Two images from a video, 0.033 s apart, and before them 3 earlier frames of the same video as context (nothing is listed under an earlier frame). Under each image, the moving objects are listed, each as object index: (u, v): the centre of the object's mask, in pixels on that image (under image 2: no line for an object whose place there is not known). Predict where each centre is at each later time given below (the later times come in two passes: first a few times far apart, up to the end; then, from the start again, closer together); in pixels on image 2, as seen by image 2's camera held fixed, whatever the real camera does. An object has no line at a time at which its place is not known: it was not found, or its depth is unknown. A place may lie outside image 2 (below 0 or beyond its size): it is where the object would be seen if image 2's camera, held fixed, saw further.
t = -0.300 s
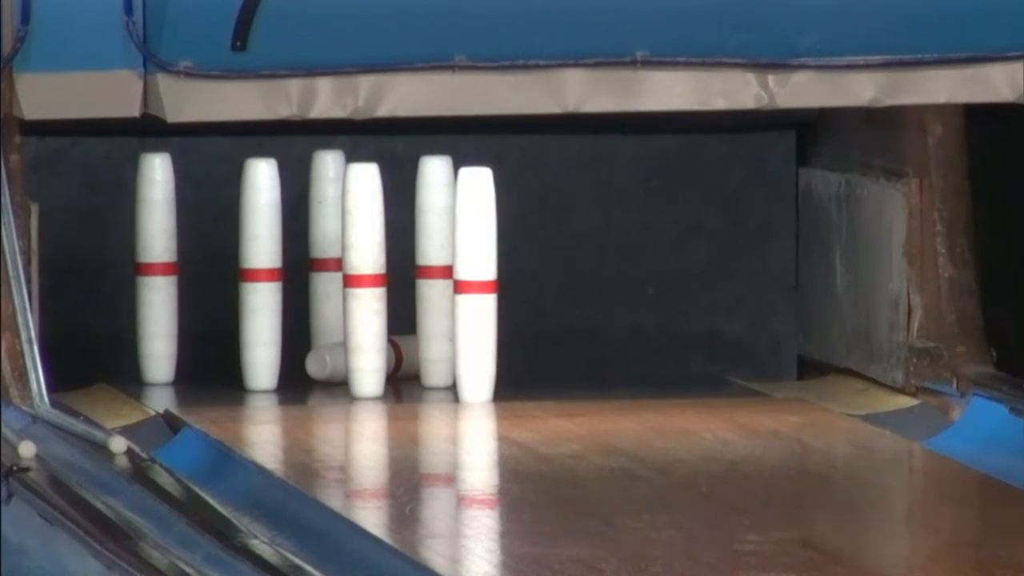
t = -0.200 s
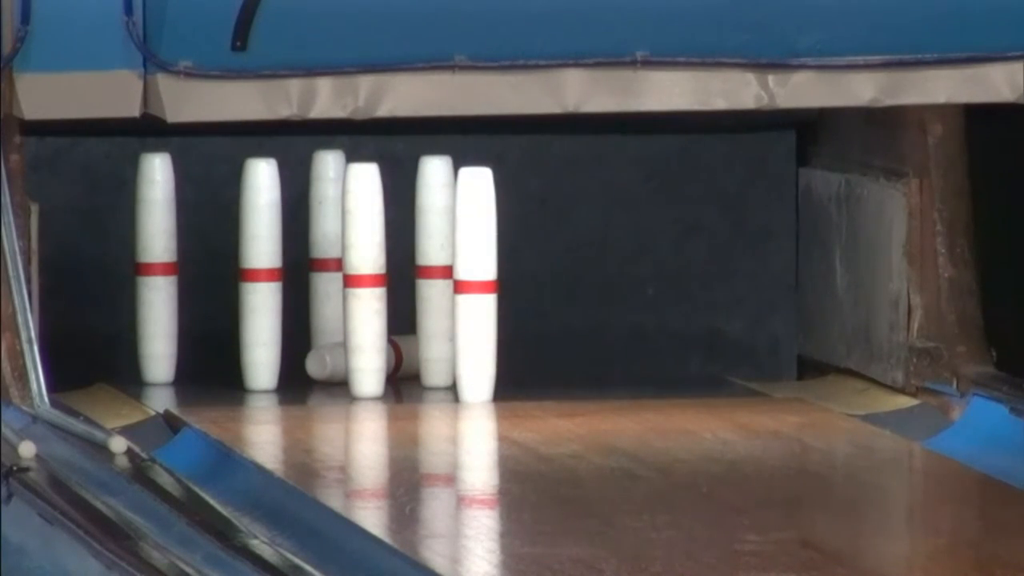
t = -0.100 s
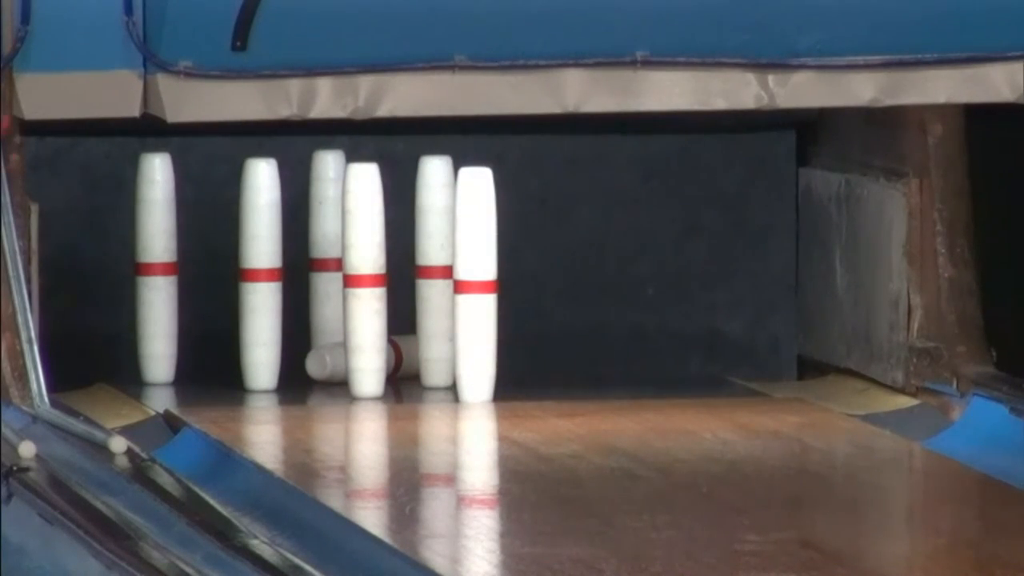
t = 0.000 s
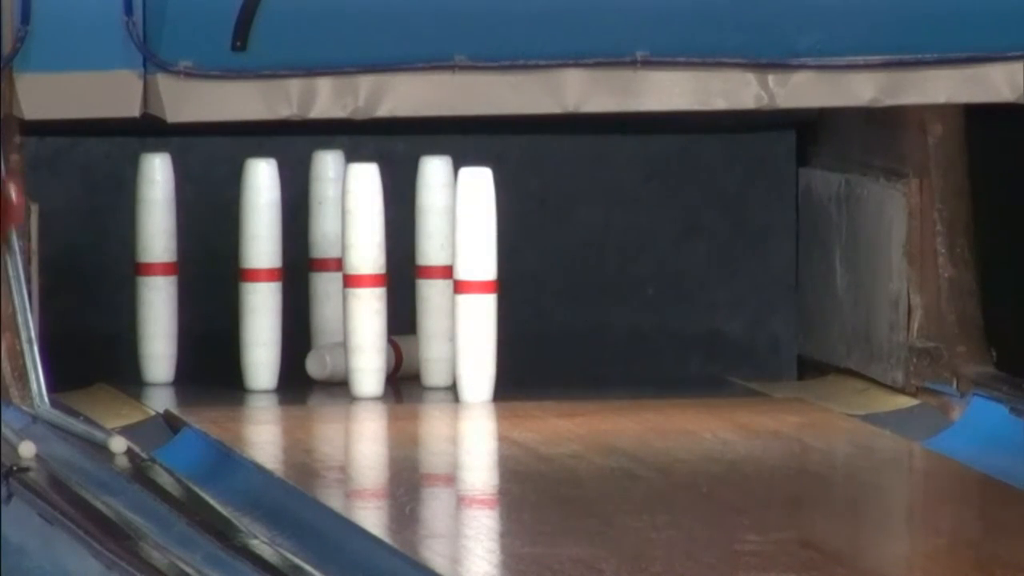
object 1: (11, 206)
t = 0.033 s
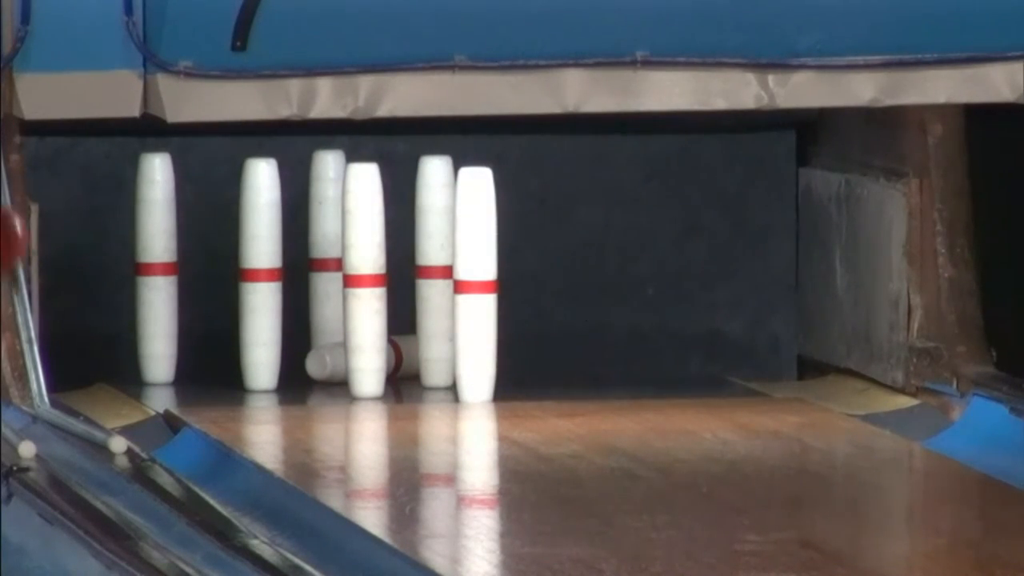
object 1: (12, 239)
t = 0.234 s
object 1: (30, 390)
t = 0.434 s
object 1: (62, 422)
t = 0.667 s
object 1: (103, 451)
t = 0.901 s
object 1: (150, 483)
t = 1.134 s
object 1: (198, 513)
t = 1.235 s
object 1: (221, 531)
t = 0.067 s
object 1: (13, 274)
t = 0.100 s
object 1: (16, 311)
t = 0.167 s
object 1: (23, 380)
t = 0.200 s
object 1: (27, 385)
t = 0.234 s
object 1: (30, 390)
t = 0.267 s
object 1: (34, 394)
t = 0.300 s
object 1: (39, 399)
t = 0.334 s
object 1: (45, 404)
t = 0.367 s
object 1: (51, 410)
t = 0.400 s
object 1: (57, 416)
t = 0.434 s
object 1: (62, 422)
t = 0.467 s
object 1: (67, 427)
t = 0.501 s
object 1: (73, 430)
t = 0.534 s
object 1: (77, 434)
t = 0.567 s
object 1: (83, 439)
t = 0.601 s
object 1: (89, 442)
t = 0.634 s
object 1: (95, 447)
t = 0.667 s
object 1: (103, 451)
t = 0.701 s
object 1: (110, 454)
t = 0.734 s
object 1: (116, 460)
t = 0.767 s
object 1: (123, 465)
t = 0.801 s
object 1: (129, 469)
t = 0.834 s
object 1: (136, 474)
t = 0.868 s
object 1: (143, 479)
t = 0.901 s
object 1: (150, 483)
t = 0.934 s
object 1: (157, 489)
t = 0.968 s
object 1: (163, 494)
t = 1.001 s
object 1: (170, 499)
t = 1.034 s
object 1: (177, 504)
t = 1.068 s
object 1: (185, 510)
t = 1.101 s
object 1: (192, 512)
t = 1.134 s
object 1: (198, 513)
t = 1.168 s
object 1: (205, 520)
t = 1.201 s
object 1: (215, 526)
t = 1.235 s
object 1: (221, 531)
